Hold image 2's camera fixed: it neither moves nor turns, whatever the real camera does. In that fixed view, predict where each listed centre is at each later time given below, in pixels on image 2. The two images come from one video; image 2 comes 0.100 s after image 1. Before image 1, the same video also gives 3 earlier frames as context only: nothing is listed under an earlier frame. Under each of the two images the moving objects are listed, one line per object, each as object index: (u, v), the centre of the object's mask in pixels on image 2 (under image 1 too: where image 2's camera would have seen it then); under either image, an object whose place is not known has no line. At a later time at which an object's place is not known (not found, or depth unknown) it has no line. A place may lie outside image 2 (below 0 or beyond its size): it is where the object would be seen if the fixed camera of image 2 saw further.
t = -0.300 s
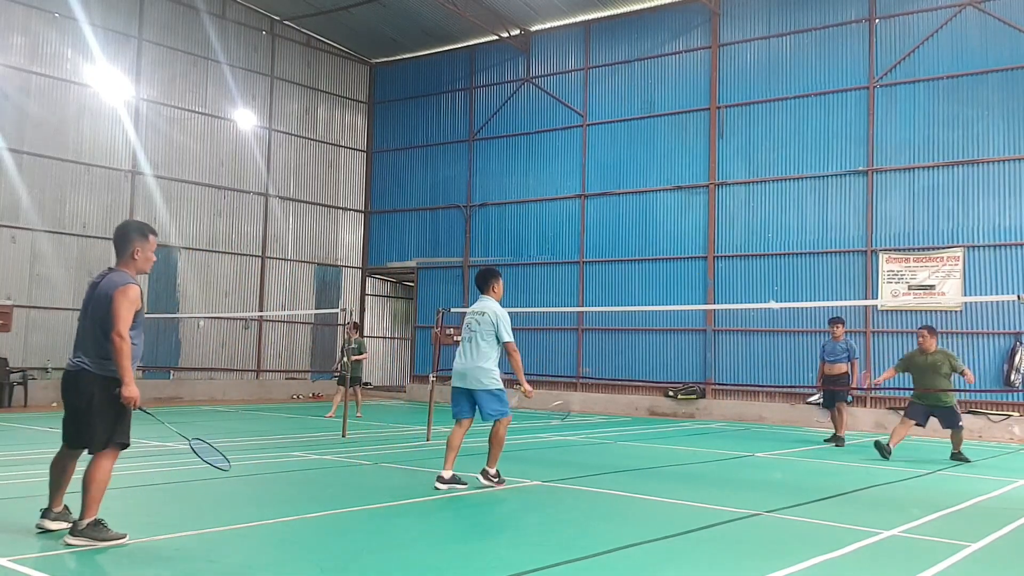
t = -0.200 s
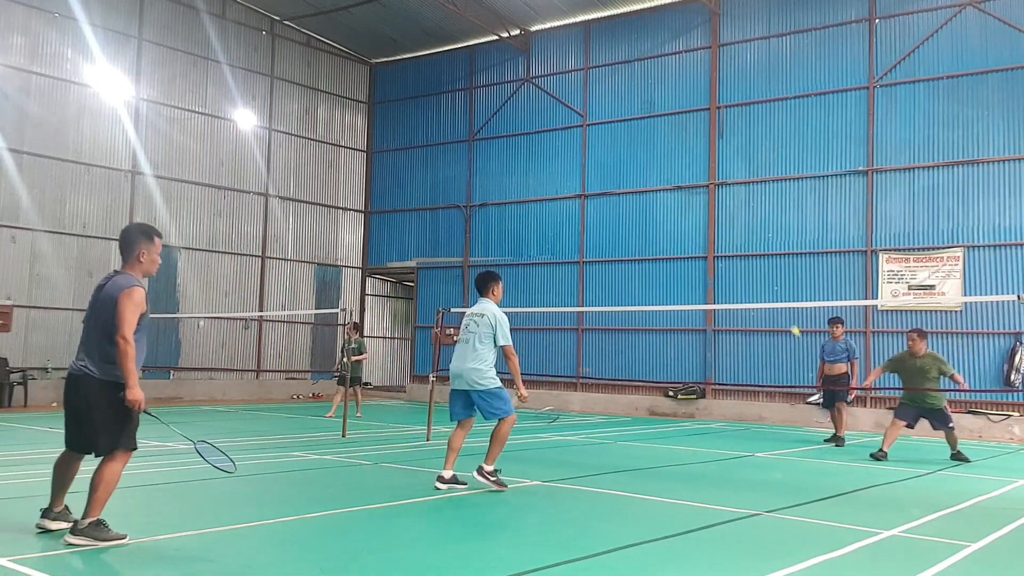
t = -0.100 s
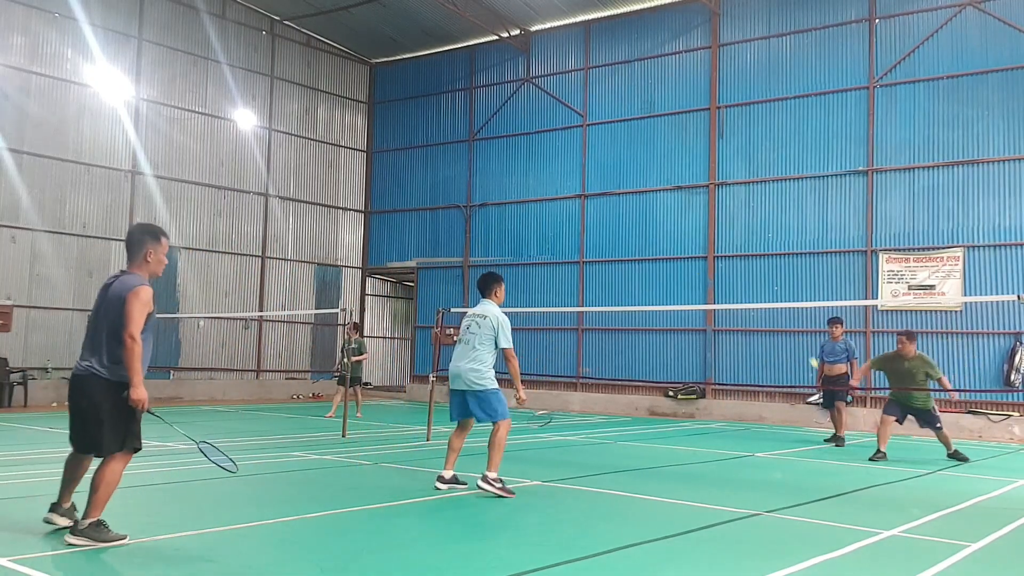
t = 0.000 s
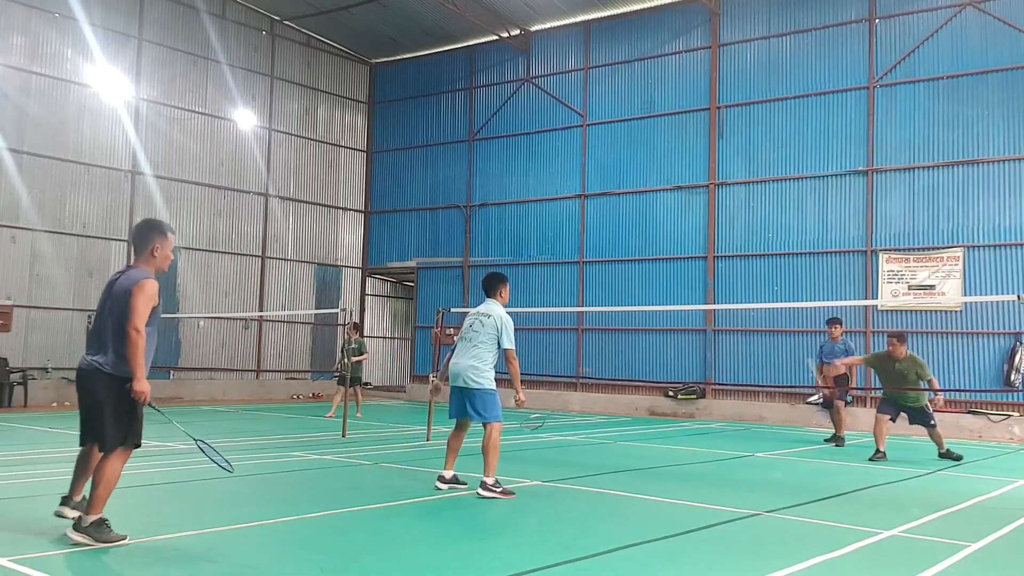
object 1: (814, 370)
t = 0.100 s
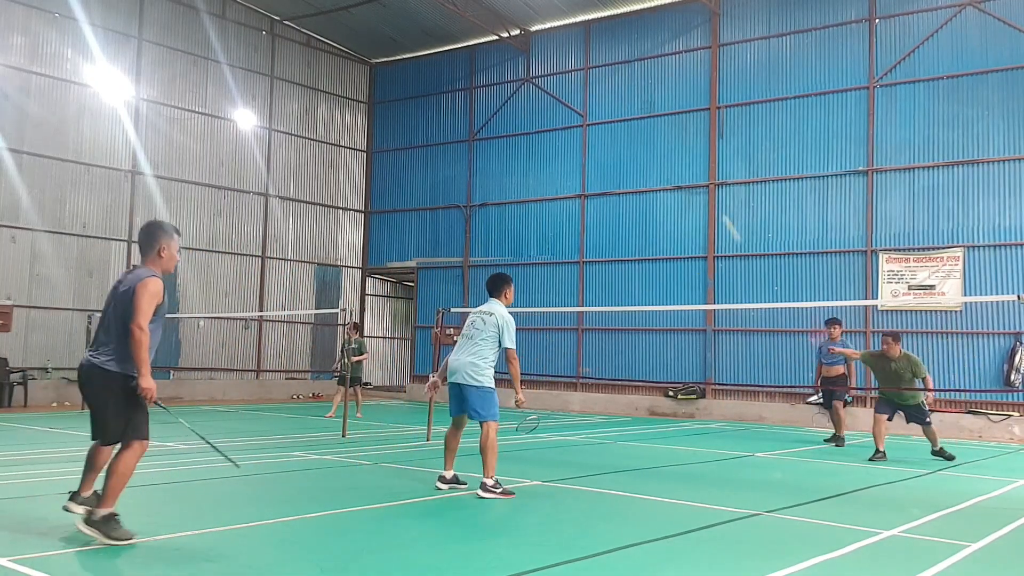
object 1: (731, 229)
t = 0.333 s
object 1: (587, 6)
